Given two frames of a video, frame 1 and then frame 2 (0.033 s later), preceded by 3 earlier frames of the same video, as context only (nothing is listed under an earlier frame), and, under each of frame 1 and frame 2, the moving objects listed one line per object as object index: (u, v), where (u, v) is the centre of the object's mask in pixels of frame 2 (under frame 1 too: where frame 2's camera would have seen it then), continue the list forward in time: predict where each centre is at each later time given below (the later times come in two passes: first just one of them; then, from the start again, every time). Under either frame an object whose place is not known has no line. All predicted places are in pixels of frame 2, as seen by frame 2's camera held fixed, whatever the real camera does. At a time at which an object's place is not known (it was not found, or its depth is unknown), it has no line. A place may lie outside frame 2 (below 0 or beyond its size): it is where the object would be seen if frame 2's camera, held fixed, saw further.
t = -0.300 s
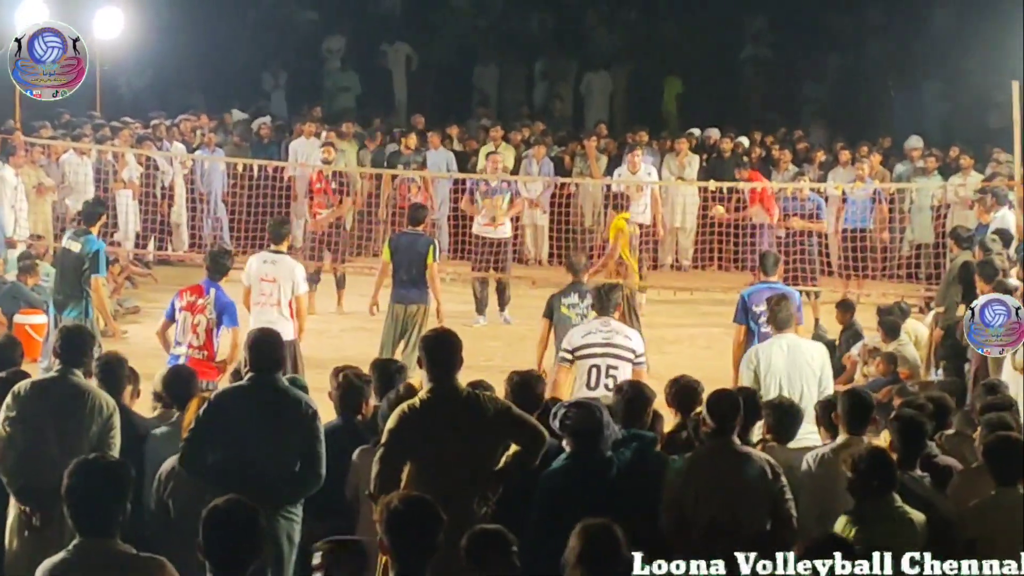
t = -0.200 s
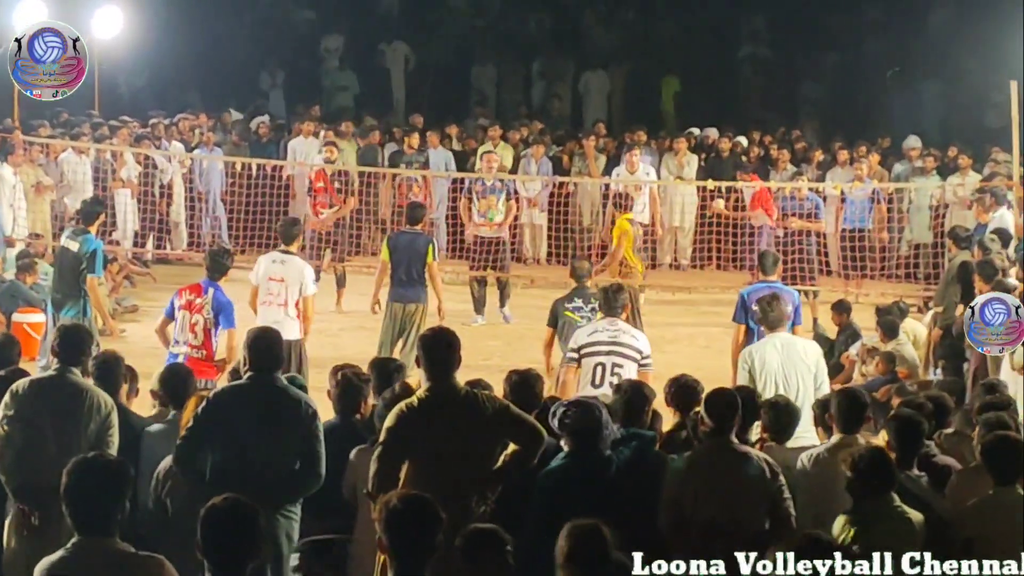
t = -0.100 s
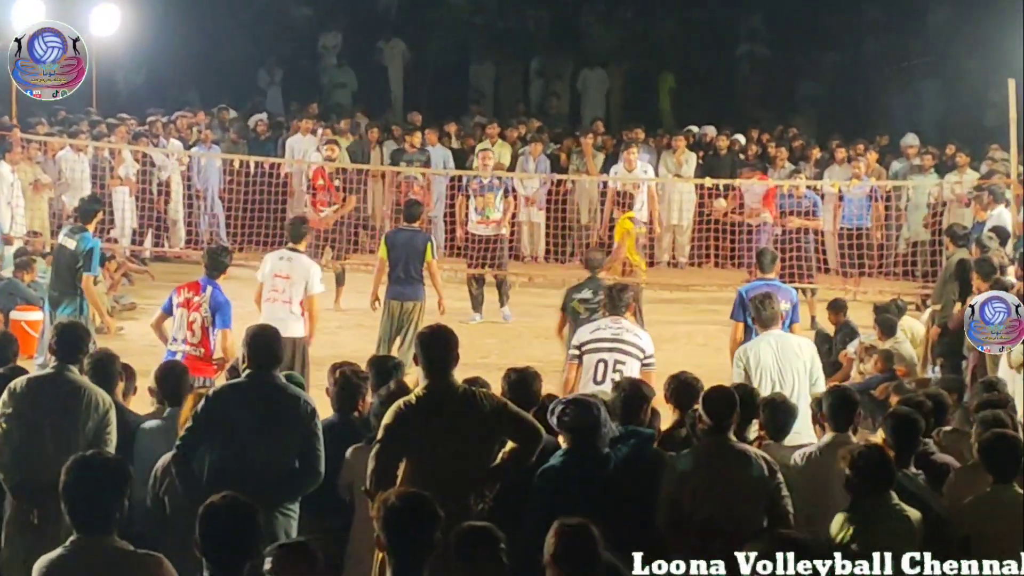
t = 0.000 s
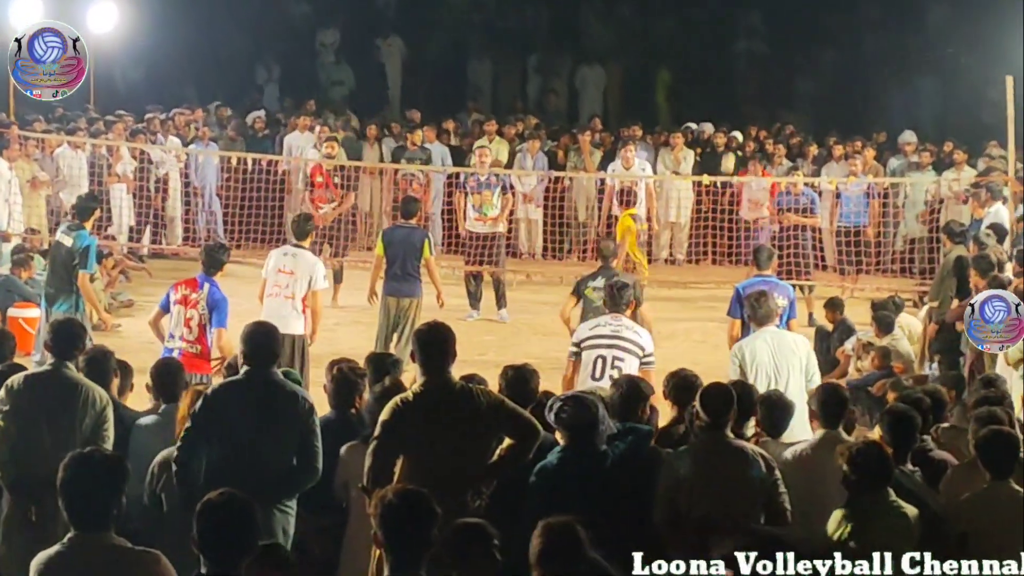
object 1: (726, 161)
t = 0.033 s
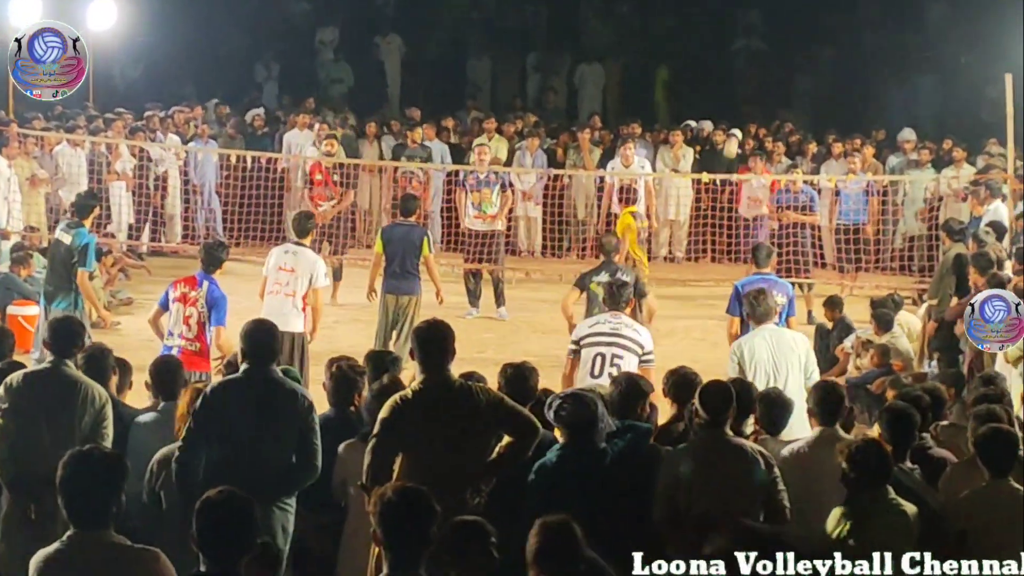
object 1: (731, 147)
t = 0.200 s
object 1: (750, 90)
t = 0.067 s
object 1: (734, 134)
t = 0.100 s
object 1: (738, 121)
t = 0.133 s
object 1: (743, 111)
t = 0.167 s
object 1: (746, 99)
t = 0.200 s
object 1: (750, 90)
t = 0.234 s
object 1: (754, 81)
